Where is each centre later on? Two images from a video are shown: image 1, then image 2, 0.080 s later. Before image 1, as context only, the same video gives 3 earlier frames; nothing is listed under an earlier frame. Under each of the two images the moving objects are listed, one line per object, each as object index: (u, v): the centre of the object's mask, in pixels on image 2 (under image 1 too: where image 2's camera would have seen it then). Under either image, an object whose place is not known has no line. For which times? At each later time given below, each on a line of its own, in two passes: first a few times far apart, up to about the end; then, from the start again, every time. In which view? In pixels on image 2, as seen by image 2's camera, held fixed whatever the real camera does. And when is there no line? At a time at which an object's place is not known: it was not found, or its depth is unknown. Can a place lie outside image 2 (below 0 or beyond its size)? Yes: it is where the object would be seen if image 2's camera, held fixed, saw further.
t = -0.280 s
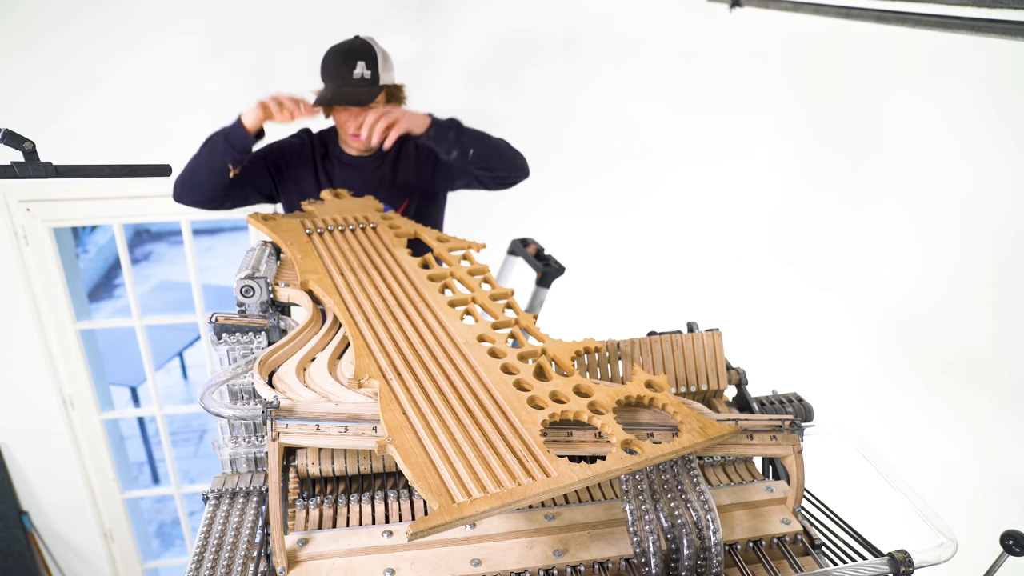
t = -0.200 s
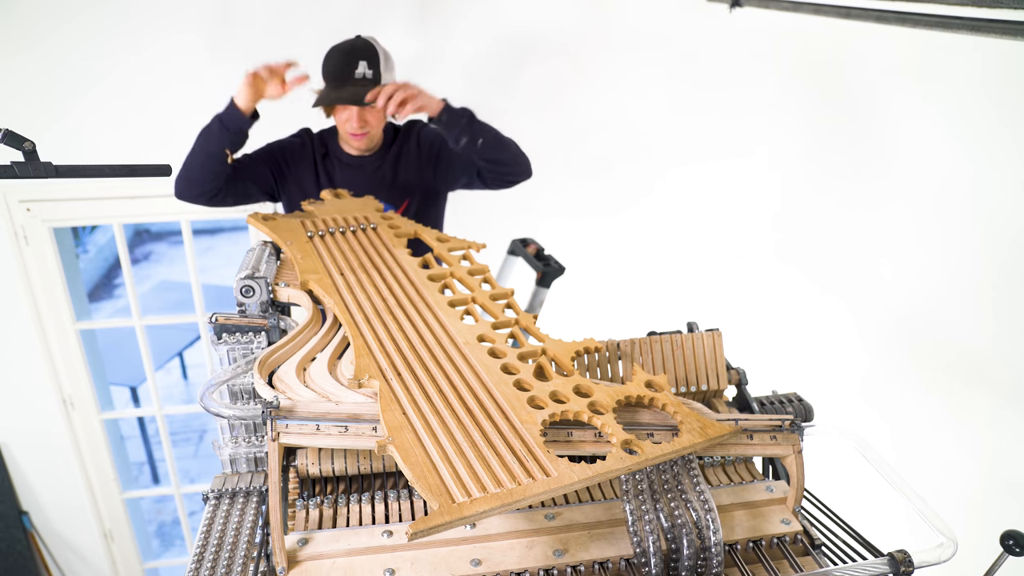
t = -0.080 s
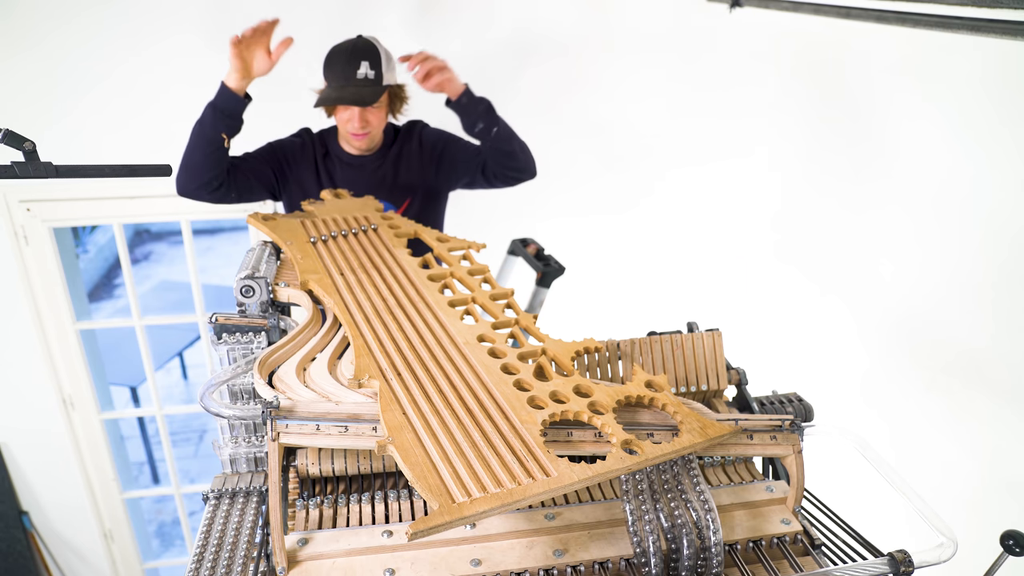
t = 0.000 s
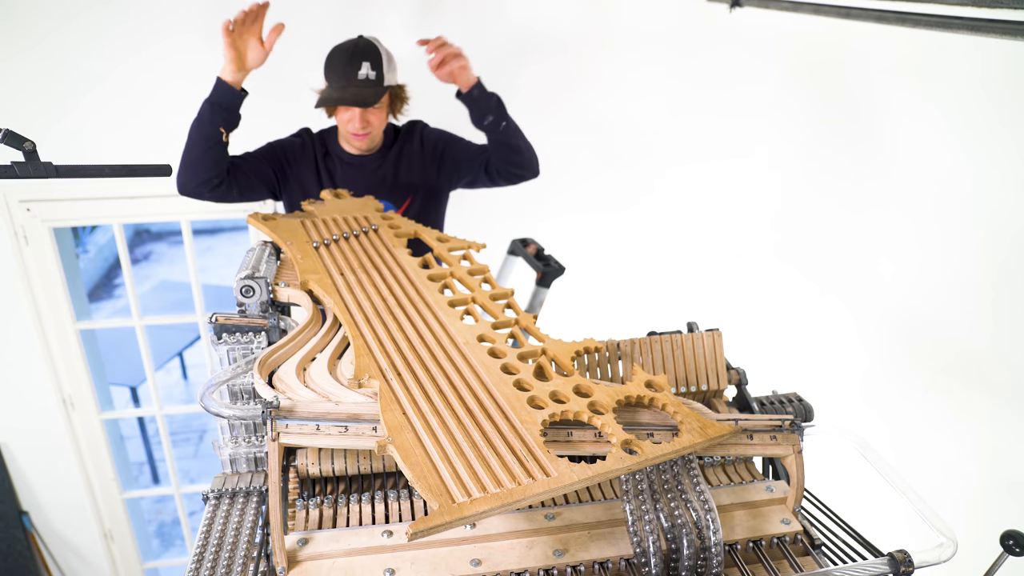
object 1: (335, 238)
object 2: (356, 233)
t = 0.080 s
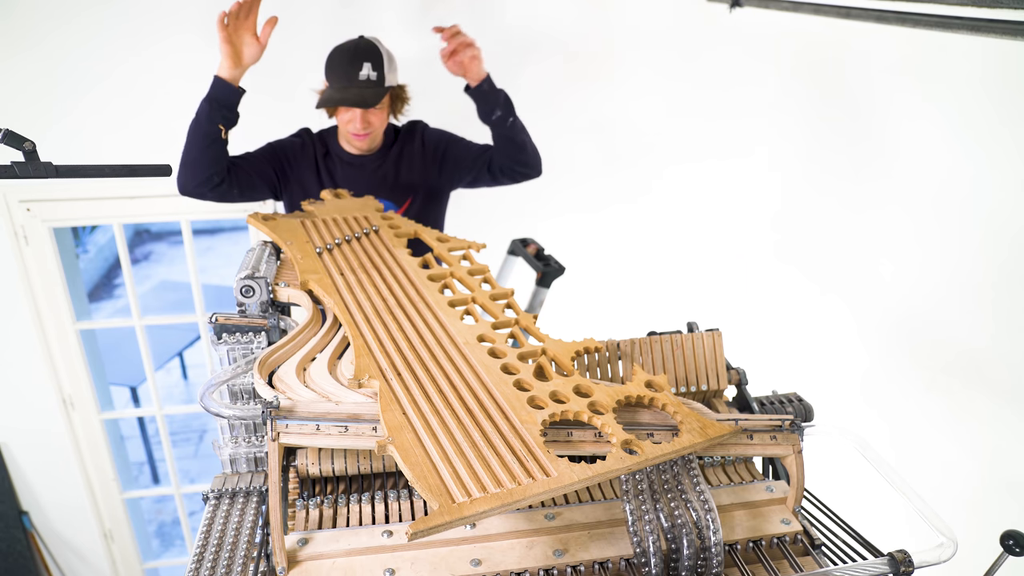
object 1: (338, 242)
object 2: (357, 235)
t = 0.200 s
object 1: (342, 249)
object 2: (360, 240)
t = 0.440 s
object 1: (353, 267)
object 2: (367, 251)
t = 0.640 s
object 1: (365, 287)
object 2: (375, 263)
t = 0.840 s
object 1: (380, 312)
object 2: (384, 277)
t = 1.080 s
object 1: (404, 353)
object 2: (398, 297)
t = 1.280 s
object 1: (431, 397)
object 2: (410, 316)
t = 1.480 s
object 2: (425, 338)
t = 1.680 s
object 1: (488, 488)
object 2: (441, 363)
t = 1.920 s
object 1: (488, 489)
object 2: (465, 399)
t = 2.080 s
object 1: (488, 489)
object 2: (486, 431)
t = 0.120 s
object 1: (339, 244)
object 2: (358, 237)
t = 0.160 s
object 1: (341, 246)
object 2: (359, 238)
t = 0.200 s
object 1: (342, 249)
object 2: (360, 240)
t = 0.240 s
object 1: (344, 251)
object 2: (361, 241)
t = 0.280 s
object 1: (345, 254)
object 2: (362, 243)
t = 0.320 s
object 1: (347, 257)
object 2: (363, 245)
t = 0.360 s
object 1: (349, 260)
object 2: (364, 247)
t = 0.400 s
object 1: (351, 263)
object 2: (366, 248)
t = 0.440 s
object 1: (353, 267)
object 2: (367, 251)
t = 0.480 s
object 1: (355, 270)
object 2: (369, 253)
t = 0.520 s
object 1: (358, 274)
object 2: (370, 255)
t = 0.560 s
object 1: (360, 278)
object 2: (372, 258)
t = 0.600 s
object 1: (362, 282)
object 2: (373, 260)
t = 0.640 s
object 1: (365, 287)
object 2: (375, 263)
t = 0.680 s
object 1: (368, 292)
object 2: (377, 265)
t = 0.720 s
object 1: (371, 296)
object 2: (379, 268)
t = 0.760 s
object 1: (374, 301)
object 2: (380, 271)
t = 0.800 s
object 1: (377, 307)
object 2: (382, 274)
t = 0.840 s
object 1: (380, 312)
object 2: (384, 277)
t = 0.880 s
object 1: (384, 318)
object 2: (386, 280)
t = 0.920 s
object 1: (387, 324)
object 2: (388, 283)
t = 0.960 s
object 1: (391, 331)
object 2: (391, 286)
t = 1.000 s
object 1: (395, 338)
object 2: (393, 290)
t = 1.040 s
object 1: (400, 345)
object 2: (395, 294)
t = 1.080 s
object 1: (404, 353)
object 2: (398, 297)
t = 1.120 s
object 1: (409, 360)
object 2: (400, 301)
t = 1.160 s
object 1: (414, 369)
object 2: (403, 305)
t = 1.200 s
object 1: (420, 378)
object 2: (405, 308)
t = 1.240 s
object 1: (425, 388)
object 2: (408, 312)
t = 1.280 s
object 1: (431, 397)
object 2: (410, 316)
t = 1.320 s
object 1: (438, 408)
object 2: (413, 320)
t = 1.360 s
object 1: (445, 420)
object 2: (416, 325)
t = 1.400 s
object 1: (452, 431)
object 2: (419, 329)
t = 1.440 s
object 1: (459, 445)
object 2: (422, 334)
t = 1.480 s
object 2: (425, 338)
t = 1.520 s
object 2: (428, 343)
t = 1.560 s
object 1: (487, 488)
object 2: (431, 348)
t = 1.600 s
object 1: (489, 482)
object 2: (435, 353)
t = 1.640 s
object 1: (488, 482)
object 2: (438, 358)
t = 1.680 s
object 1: (488, 488)
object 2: (441, 363)
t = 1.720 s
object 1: (487, 488)
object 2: (445, 368)
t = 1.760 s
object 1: (488, 488)
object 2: (448, 374)
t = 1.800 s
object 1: (488, 489)
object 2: (452, 380)
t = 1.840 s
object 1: (488, 489)
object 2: (456, 386)
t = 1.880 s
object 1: (488, 489)
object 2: (460, 392)
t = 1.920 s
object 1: (488, 489)
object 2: (465, 399)
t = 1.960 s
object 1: (488, 489)
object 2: (469, 406)
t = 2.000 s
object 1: (488, 489)
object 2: (474, 414)
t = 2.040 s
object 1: (488, 489)
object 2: (480, 422)
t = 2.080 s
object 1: (488, 489)
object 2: (486, 431)
